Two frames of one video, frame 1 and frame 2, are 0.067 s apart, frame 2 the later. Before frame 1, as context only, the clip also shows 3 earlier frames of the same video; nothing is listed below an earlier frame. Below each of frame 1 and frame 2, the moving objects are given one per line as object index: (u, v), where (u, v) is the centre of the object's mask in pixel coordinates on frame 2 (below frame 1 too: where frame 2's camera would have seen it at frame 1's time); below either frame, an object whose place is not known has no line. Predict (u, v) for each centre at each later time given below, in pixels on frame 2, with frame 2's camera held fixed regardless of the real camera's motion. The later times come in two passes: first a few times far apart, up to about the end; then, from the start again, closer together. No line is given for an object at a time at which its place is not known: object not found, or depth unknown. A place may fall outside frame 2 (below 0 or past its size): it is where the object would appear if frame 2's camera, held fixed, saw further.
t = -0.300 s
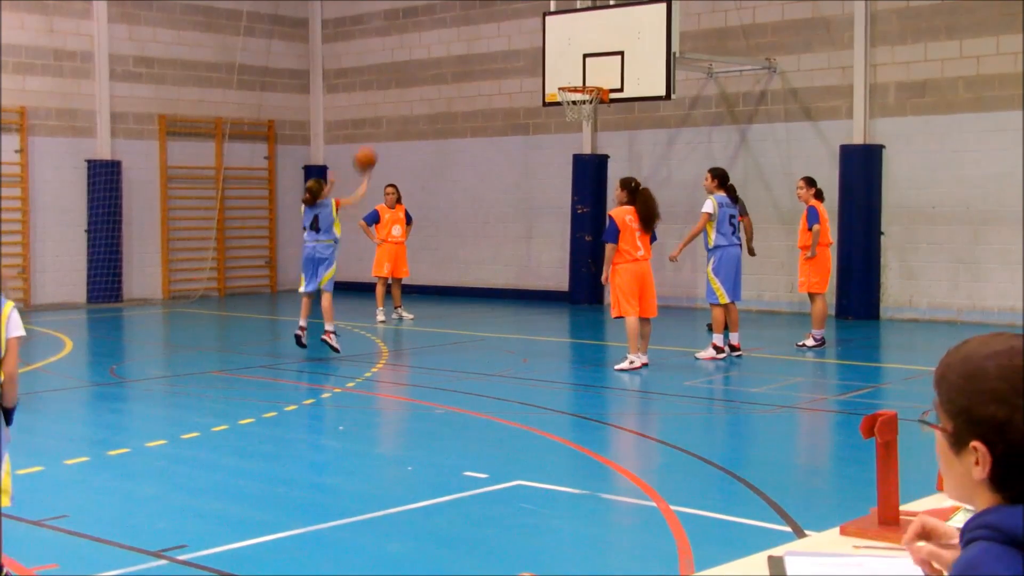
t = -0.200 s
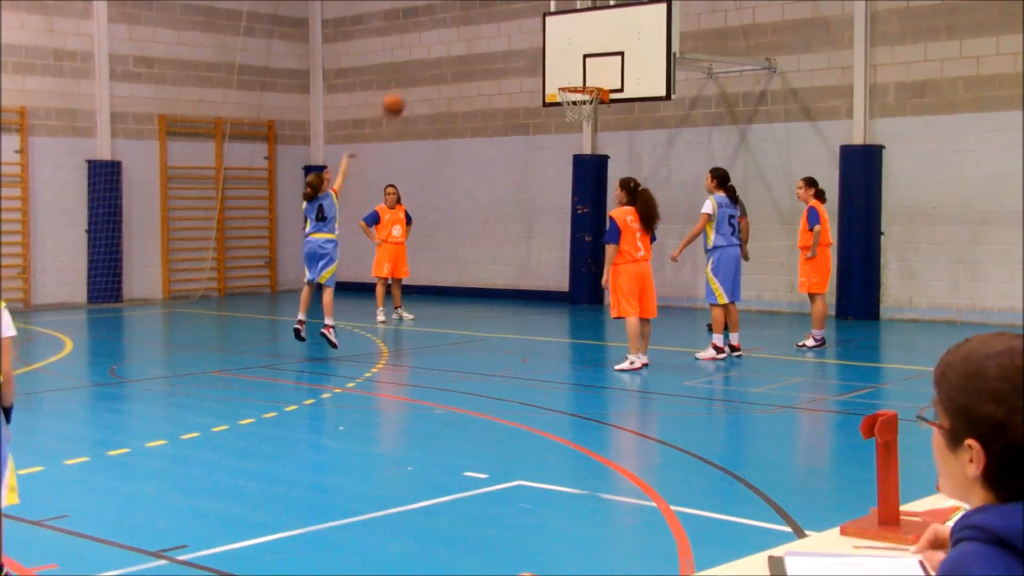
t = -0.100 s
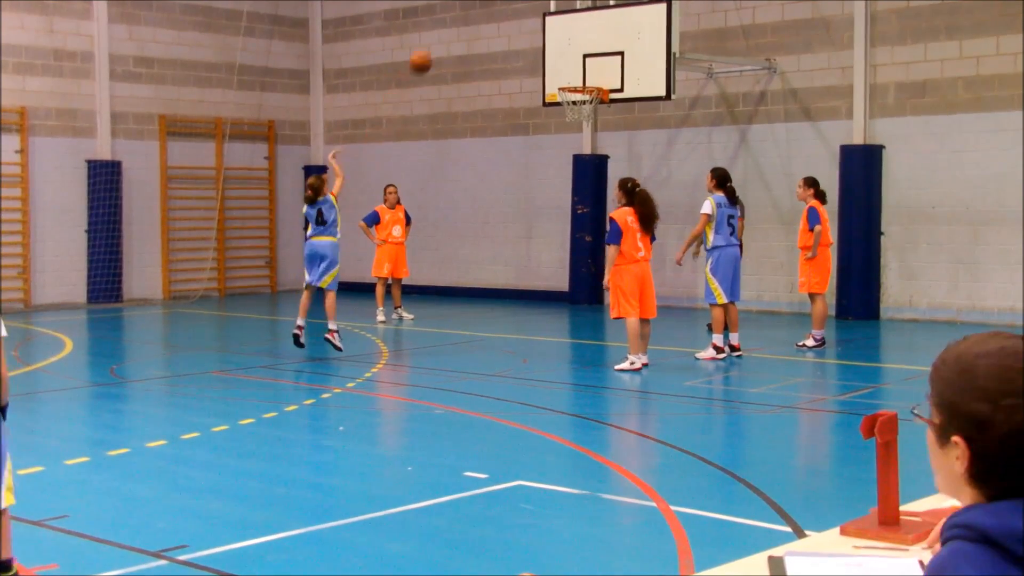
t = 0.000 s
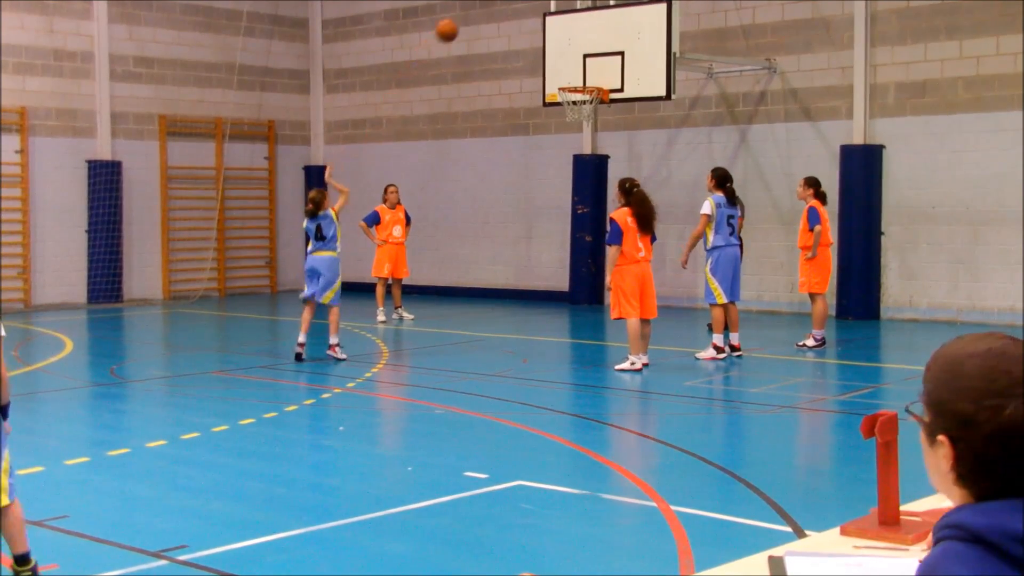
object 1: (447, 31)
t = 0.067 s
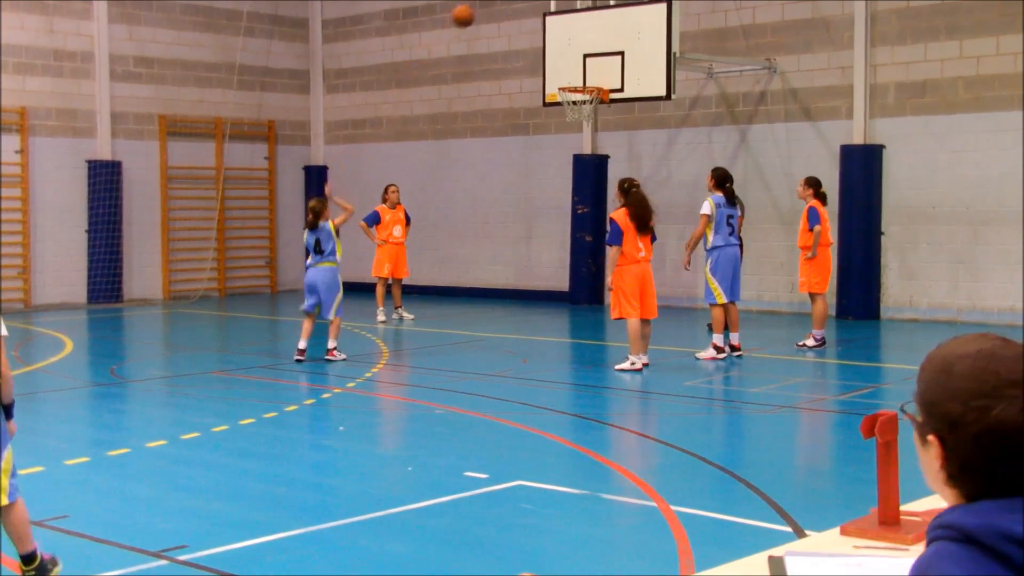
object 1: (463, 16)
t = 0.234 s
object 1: (503, 5)
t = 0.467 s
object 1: (557, 20)
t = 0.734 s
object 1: (604, 61)
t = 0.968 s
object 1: (599, 30)
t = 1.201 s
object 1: (592, 51)
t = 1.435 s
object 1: (584, 105)
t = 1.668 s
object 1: (570, 154)
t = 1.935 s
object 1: (556, 262)
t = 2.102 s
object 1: (545, 291)
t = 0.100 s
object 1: (471, 10)
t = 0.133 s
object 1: (479, 8)
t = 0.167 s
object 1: (487, 6)
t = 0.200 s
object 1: (496, 5)
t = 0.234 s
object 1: (503, 5)
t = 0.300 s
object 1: (519, 5)
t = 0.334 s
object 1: (527, 6)
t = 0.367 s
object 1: (535, 7)
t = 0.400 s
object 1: (541, 9)
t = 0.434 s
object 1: (549, 14)
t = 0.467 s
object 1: (557, 20)
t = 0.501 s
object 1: (565, 28)
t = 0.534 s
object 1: (572, 36)
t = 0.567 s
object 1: (579, 45)
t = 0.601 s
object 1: (586, 55)
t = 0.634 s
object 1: (593, 66)
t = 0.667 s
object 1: (600, 77)
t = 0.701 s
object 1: (602, 70)
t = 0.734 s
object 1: (604, 61)
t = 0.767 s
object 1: (605, 53)
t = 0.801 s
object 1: (605, 47)
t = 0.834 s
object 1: (604, 42)
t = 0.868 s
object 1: (602, 37)
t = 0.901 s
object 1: (601, 34)
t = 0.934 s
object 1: (600, 32)
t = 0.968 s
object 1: (599, 30)
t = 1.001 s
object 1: (598, 30)
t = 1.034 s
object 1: (597, 31)
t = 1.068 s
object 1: (596, 33)
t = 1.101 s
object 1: (595, 36)
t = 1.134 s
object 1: (594, 40)
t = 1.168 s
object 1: (593, 44)
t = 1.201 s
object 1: (592, 51)
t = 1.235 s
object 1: (591, 58)
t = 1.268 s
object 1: (590, 65)
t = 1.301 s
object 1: (589, 75)
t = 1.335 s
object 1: (588, 82)
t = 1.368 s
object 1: (586, 96)
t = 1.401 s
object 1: (585, 104)
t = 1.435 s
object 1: (584, 105)
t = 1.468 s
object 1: (581, 115)
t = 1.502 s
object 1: (579, 123)
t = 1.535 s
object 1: (577, 126)
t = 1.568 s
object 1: (576, 130)
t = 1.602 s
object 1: (574, 138)
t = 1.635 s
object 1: (572, 145)
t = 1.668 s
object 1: (570, 154)
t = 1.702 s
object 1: (568, 165)
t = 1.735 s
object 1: (566, 175)
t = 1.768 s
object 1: (564, 187)
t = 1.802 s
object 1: (562, 201)
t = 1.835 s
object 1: (560, 215)
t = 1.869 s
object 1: (559, 229)
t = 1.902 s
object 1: (557, 245)
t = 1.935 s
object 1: (556, 262)
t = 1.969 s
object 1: (554, 281)
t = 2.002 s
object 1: (552, 299)
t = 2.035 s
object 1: (550, 317)
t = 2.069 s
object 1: (548, 304)
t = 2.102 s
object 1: (545, 291)
